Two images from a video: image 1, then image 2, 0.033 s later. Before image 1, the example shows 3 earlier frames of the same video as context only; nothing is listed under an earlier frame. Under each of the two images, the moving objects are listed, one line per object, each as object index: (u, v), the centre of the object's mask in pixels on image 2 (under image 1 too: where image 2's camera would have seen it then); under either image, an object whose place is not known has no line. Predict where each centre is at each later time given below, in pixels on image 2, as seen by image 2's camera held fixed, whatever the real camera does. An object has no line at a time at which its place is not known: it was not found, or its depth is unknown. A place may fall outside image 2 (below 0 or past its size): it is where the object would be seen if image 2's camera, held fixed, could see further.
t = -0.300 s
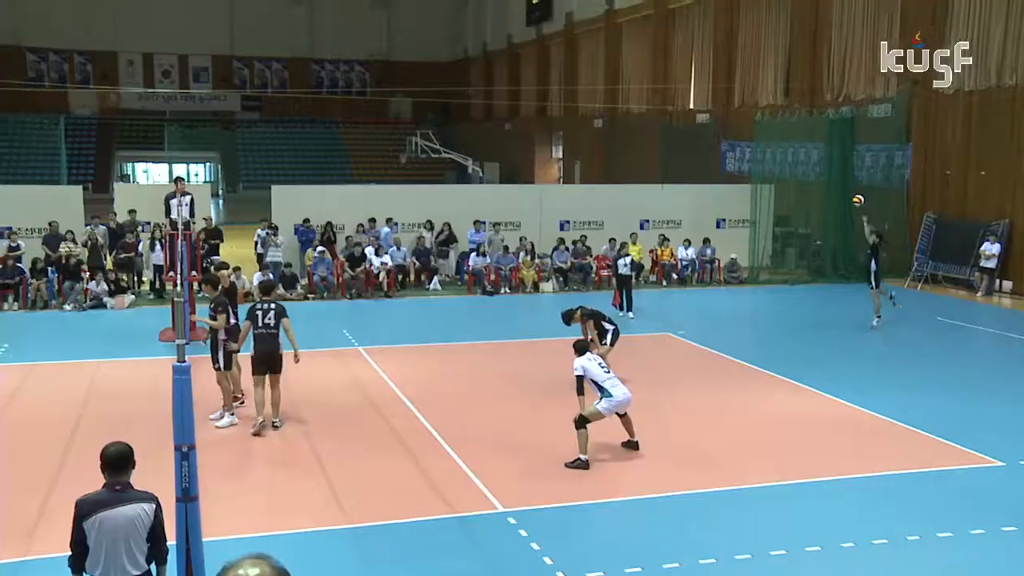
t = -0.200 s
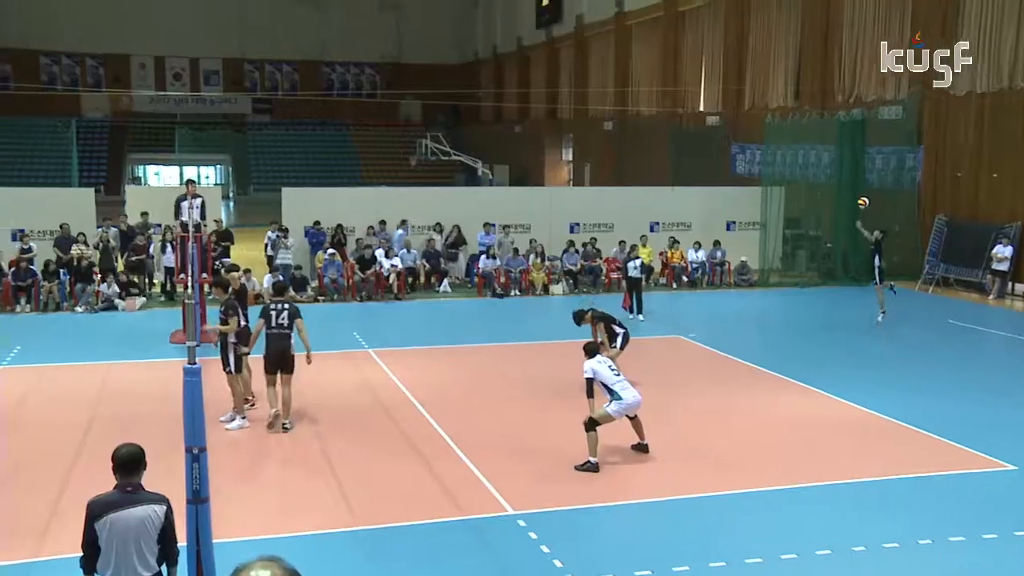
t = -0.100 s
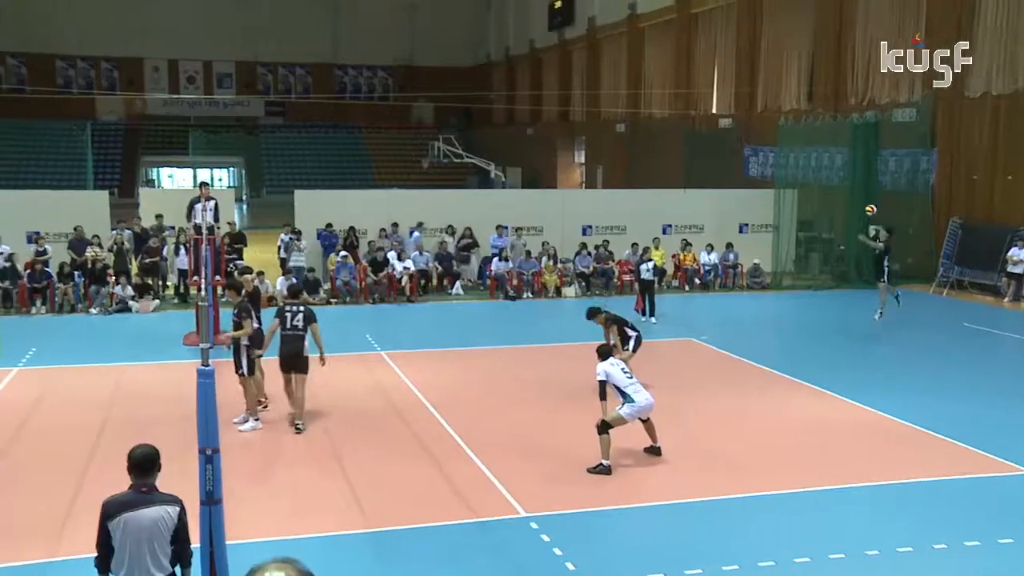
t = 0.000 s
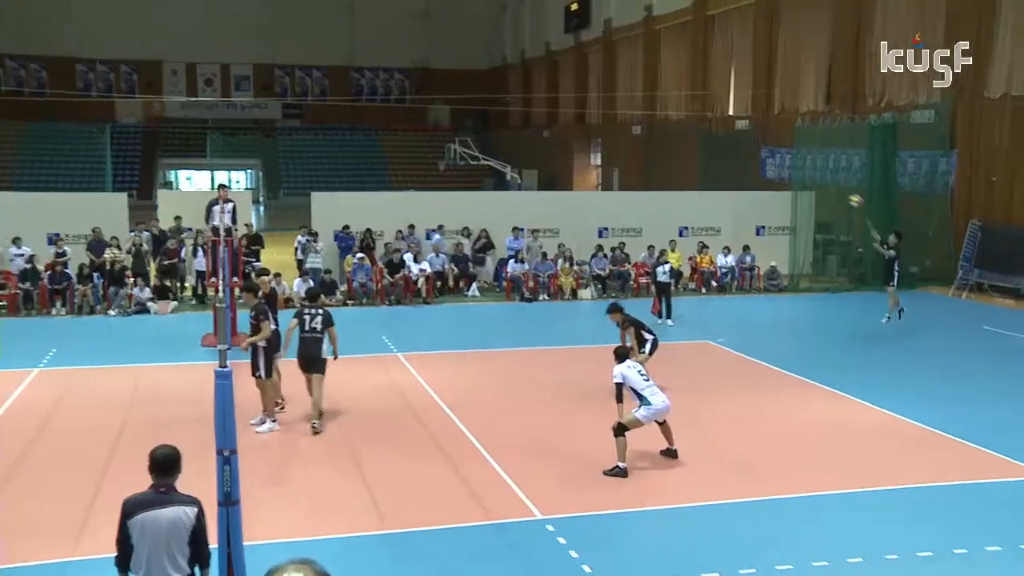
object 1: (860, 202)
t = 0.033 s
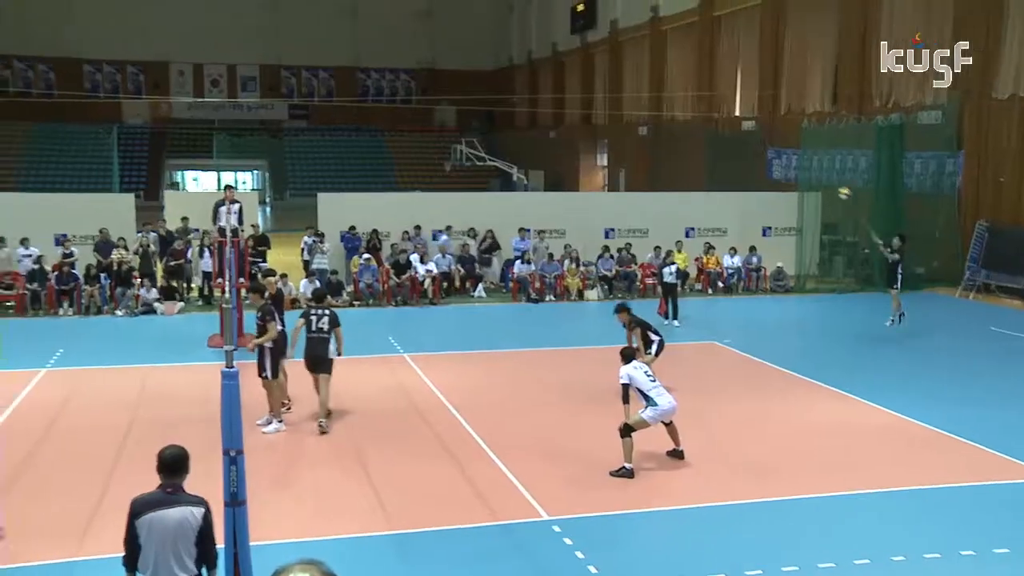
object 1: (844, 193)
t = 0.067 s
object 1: (826, 185)
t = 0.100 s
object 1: (808, 178)
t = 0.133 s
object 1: (789, 171)
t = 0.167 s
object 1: (769, 165)
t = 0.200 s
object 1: (749, 159)
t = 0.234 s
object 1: (728, 153)
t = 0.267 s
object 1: (706, 149)
